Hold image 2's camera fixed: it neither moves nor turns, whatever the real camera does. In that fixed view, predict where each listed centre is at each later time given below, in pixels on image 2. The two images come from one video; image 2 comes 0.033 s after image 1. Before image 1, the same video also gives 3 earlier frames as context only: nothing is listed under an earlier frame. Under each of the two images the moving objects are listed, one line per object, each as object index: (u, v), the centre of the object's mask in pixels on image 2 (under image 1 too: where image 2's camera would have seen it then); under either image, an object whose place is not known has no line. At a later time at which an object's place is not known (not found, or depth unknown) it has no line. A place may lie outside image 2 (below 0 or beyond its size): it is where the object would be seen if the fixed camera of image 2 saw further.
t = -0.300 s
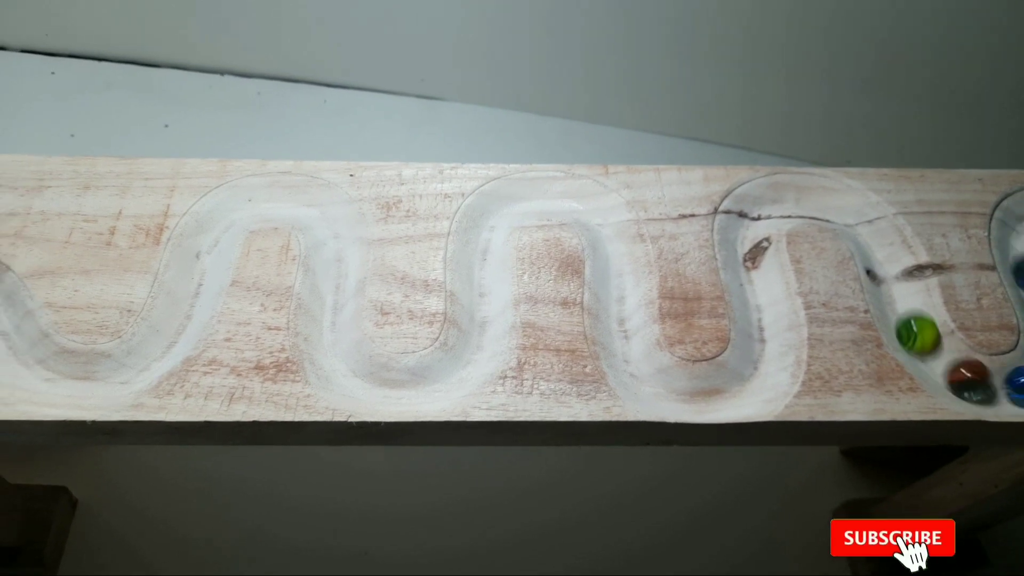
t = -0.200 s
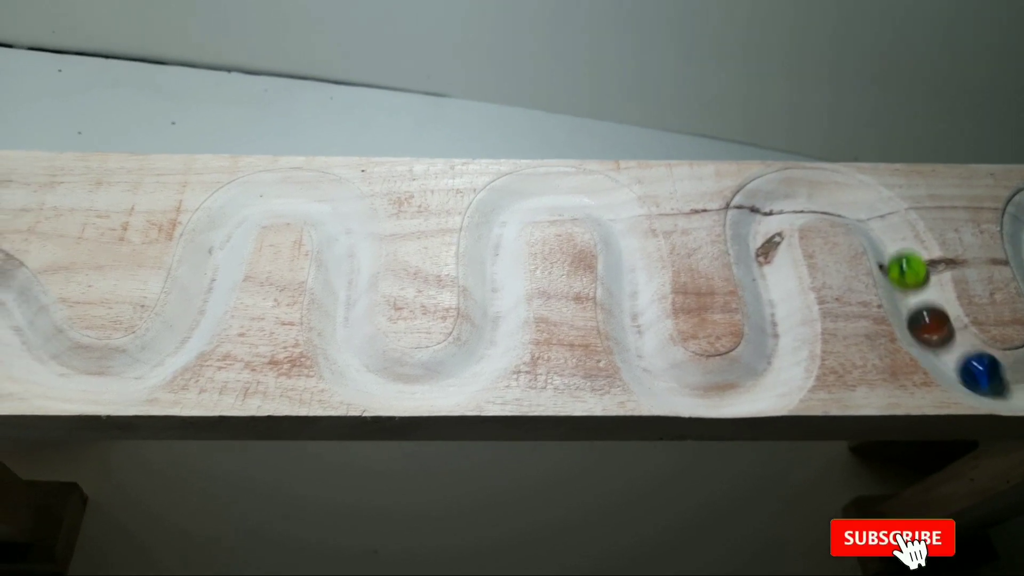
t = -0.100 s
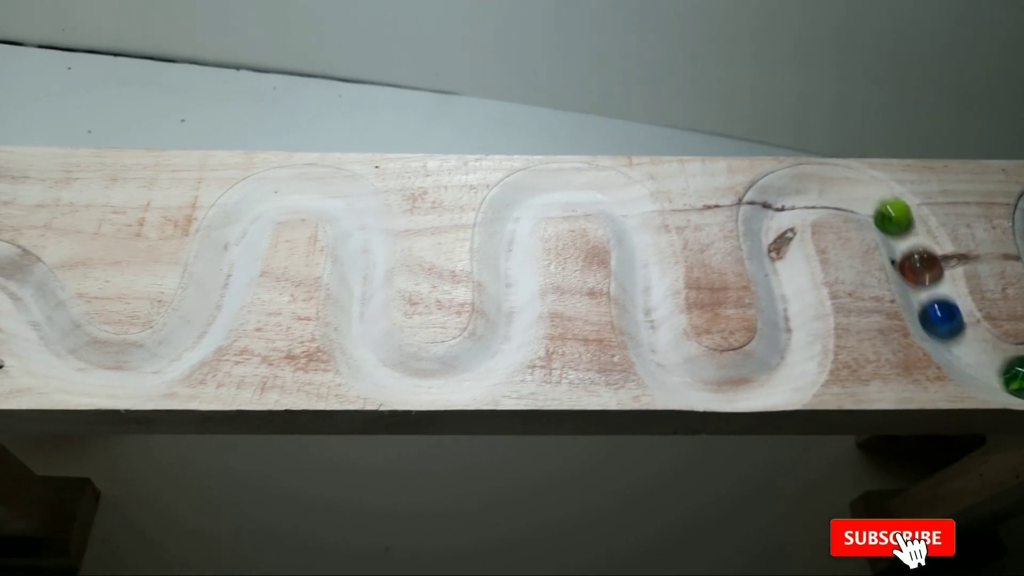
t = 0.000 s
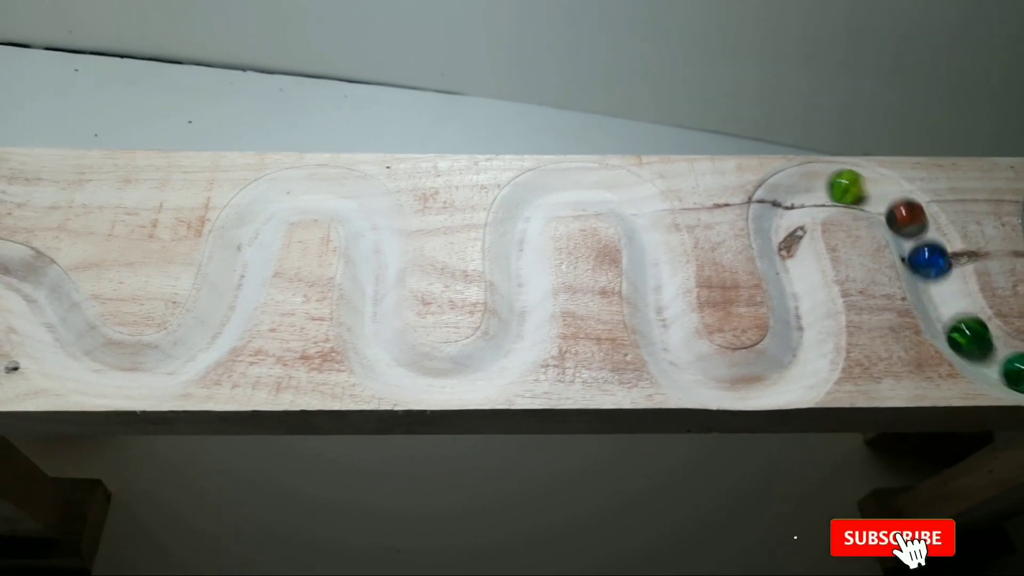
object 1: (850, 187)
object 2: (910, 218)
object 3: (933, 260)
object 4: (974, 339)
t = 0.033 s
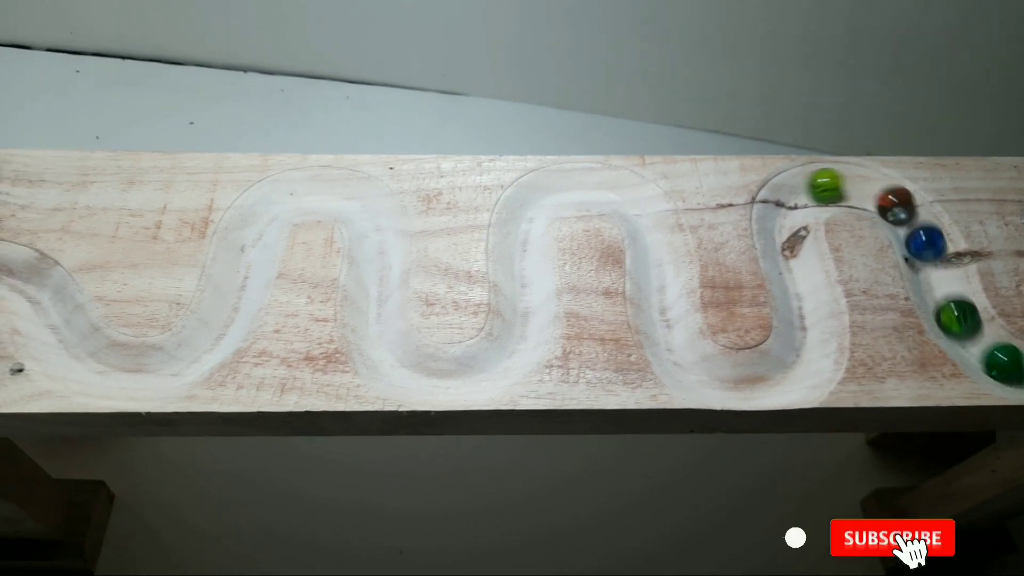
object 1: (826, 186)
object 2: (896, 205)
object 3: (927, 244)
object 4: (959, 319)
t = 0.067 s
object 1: (805, 191)
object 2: (879, 196)
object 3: (917, 228)
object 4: (947, 298)
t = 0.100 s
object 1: (790, 203)
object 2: (858, 190)
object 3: (904, 213)
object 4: (940, 278)
